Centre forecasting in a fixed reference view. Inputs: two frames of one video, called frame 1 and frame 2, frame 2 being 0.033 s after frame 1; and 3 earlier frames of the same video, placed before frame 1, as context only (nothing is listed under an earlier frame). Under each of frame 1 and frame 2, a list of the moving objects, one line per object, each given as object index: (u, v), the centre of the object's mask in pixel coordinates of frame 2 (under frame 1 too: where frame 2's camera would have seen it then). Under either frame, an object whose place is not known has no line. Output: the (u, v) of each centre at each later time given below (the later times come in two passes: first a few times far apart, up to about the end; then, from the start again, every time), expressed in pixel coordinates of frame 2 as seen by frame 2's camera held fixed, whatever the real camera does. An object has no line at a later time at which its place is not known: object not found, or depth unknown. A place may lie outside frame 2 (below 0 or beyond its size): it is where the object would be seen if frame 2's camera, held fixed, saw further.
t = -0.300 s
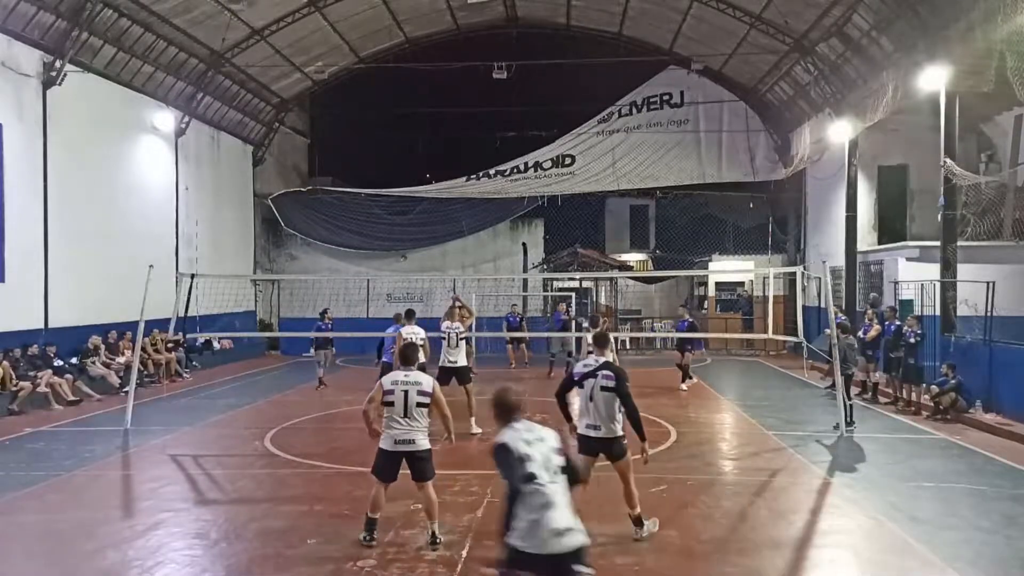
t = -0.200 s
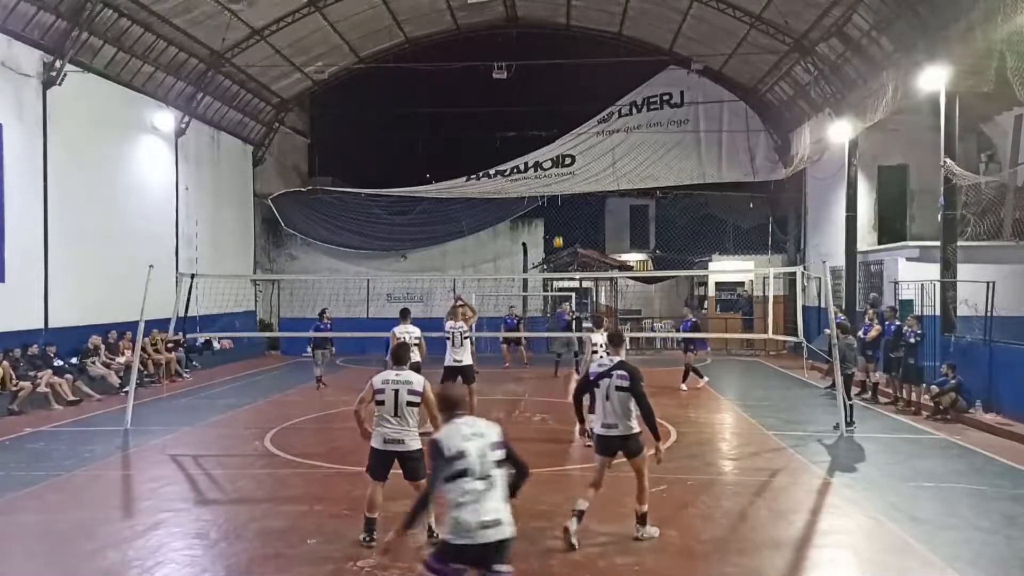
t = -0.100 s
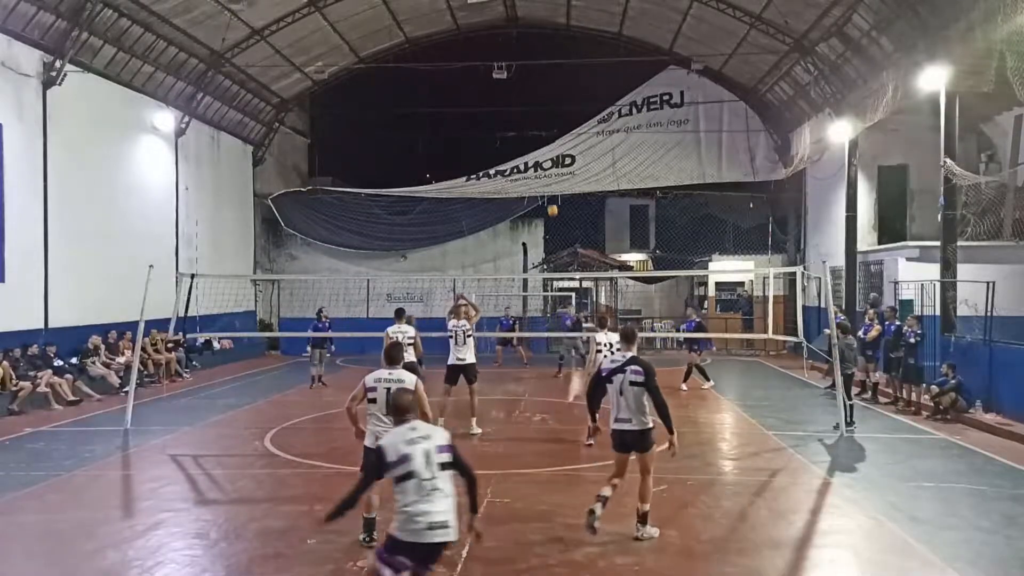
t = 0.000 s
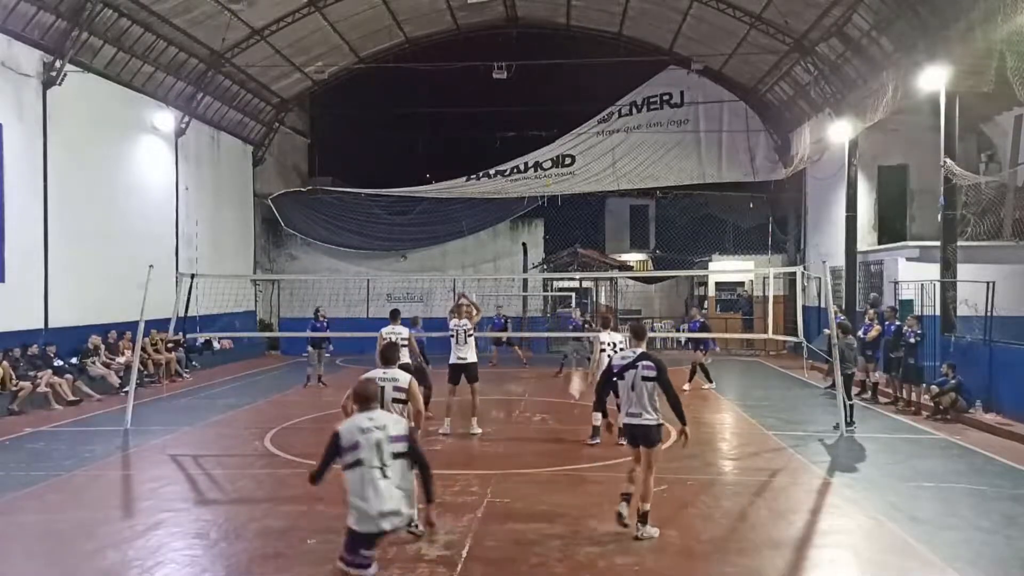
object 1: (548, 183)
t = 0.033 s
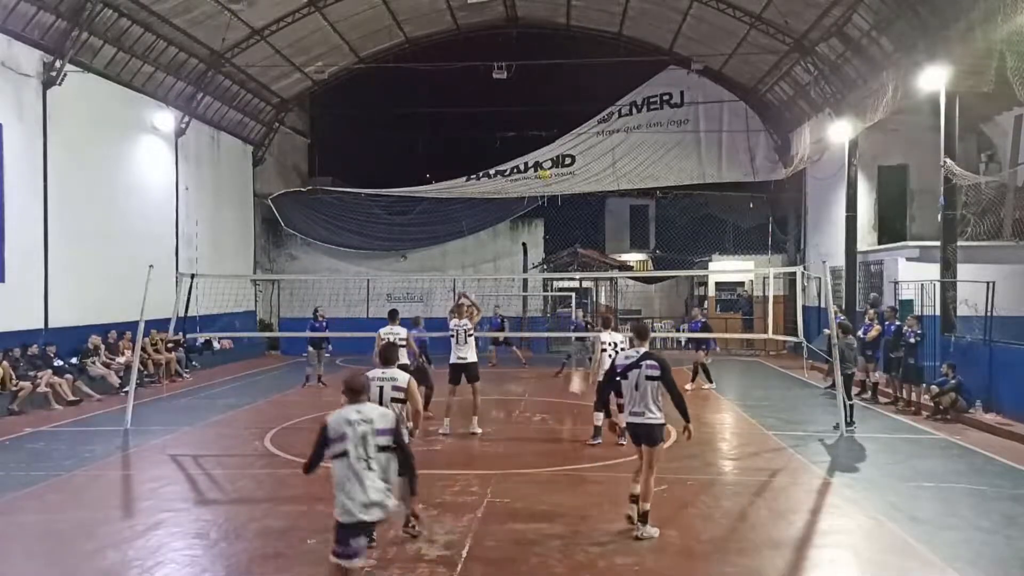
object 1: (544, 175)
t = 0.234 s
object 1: (533, 133)
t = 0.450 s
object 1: (519, 108)
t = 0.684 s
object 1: (503, 106)
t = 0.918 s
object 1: (486, 132)
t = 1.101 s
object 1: (473, 172)
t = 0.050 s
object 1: (543, 173)
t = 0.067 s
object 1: (542, 166)
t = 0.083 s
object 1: (542, 163)
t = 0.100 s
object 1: (541, 159)
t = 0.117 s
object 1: (540, 156)
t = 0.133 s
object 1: (539, 152)
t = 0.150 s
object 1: (537, 147)
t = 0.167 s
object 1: (536, 144)
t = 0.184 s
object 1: (535, 142)
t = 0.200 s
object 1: (534, 139)
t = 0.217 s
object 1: (533, 136)
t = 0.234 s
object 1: (533, 133)
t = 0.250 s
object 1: (531, 130)
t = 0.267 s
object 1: (531, 128)
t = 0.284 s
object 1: (529, 125)
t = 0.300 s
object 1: (528, 123)
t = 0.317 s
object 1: (527, 121)
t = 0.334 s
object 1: (526, 119)
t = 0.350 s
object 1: (525, 117)
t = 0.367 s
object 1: (524, 115)
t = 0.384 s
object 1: (523, 114)
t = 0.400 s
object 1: (522, 112)
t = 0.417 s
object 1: (521, 111)
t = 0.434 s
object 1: (520, 109)
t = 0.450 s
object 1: (519, 108)
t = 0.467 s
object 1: (518, 107)
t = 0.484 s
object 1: (516, 106)
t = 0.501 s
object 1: (515, 105)
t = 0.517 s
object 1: (514, 105)
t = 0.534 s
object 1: (513, 104)
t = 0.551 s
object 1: (512, 104)
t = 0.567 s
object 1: (511, 104)
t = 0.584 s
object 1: (509, 104)
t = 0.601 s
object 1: (508, 104)
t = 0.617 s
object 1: (507, 104)
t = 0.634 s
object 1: (506, 104)
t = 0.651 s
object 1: (505, 105)
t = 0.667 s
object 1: (504, 105)
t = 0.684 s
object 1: (503, 106)
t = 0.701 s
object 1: (502, 107)
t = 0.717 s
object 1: (501, 108)
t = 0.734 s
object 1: (499, 109)
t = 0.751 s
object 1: (498, 110)
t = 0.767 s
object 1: (497, 112)
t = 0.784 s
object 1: (496, 113)
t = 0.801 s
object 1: (494, 115)
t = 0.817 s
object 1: (493, 117)
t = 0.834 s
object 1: (492, 120)
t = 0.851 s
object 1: (491, 122)
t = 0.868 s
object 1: (490, 124)
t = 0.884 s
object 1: (489, 127)
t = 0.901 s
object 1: (488, 129)
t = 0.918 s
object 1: (486, 132)
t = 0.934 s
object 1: (485, 135)
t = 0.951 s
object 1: (484, 137)
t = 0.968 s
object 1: (483, 141)
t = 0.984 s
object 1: (482, 144)
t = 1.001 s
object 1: (481, 148)
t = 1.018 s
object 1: (480, 152)
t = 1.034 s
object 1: (478, 155)
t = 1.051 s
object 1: (477, 160)
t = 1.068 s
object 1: (476, 163)
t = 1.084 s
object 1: (474, 168)
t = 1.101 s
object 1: (473, 172)
